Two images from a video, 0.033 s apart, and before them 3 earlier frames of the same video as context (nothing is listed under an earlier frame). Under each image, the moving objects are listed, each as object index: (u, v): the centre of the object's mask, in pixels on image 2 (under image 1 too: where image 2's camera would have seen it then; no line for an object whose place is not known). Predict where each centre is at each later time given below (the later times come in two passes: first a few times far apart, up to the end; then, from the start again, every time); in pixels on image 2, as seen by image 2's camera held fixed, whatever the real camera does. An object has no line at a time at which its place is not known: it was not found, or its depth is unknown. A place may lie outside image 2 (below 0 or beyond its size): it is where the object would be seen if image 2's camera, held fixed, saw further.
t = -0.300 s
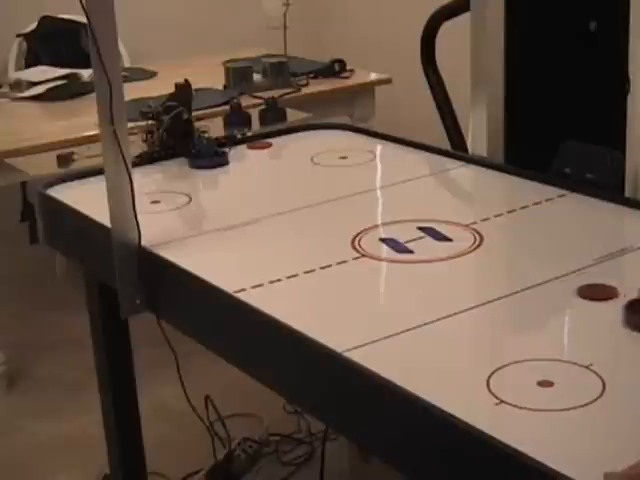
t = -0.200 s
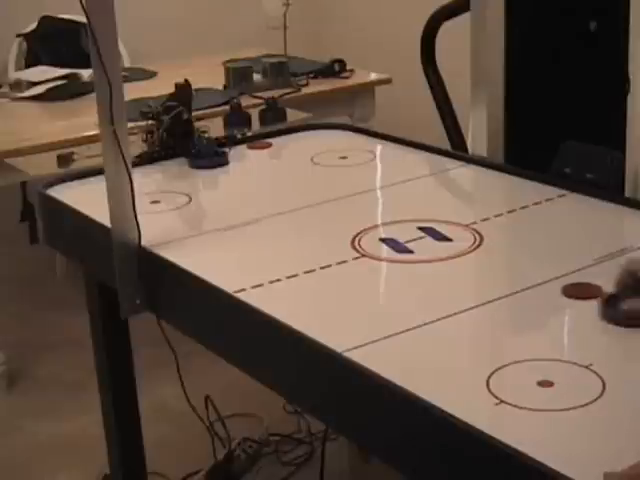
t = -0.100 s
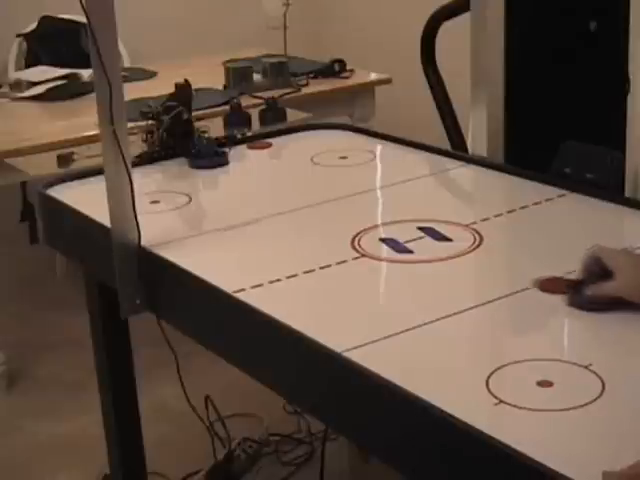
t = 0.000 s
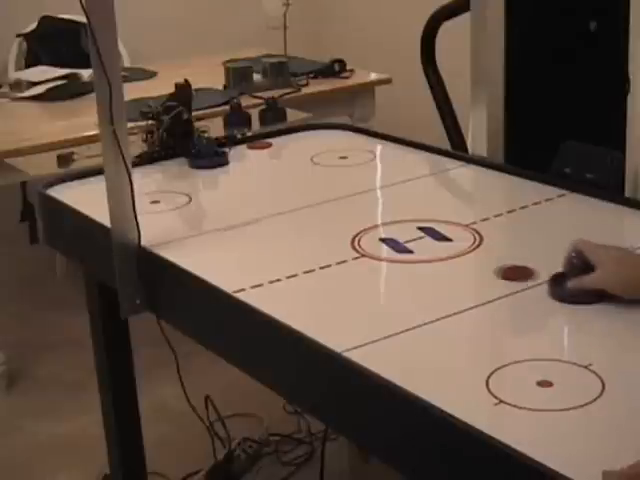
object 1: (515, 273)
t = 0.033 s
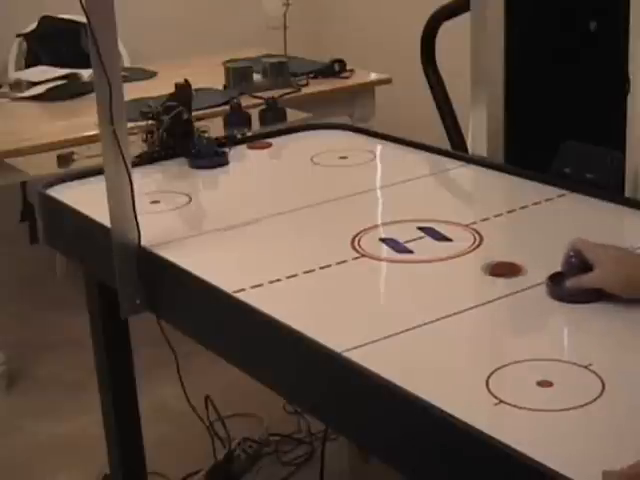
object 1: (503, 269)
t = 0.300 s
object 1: (413, 241)
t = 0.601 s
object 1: (331, 217)
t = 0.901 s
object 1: (265, 198)
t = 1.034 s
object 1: (240, 190)
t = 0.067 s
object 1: (490, 265)
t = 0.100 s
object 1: (478, 262)
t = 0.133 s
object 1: (466, 258)
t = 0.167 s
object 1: (454, 255)
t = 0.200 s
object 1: (444, 251)
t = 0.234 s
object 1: (431, 248)
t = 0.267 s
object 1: (422, 244)
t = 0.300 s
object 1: (413, 241)
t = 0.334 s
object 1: (401, 238)
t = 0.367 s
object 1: (393, 235)
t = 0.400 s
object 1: (383, 232)
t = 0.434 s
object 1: (373, 230)
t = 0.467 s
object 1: (363, 227)
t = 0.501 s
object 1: (356, 225)
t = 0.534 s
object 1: (346, 222)
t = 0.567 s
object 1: (338, 220)
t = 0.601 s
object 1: (331, 217)
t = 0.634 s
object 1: (323, 215)
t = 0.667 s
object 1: (315, 213)
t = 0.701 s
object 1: (307, 210)
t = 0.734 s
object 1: (300, 208)
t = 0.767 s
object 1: (293, 206)
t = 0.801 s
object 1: (286, 204)
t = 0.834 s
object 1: (279, 202)
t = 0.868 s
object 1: (272, 200)
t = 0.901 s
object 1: (265, 198)
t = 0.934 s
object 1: (259, 196)
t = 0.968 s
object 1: (252, 194)
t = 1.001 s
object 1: (246, 192)
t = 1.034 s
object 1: (240, 190)
